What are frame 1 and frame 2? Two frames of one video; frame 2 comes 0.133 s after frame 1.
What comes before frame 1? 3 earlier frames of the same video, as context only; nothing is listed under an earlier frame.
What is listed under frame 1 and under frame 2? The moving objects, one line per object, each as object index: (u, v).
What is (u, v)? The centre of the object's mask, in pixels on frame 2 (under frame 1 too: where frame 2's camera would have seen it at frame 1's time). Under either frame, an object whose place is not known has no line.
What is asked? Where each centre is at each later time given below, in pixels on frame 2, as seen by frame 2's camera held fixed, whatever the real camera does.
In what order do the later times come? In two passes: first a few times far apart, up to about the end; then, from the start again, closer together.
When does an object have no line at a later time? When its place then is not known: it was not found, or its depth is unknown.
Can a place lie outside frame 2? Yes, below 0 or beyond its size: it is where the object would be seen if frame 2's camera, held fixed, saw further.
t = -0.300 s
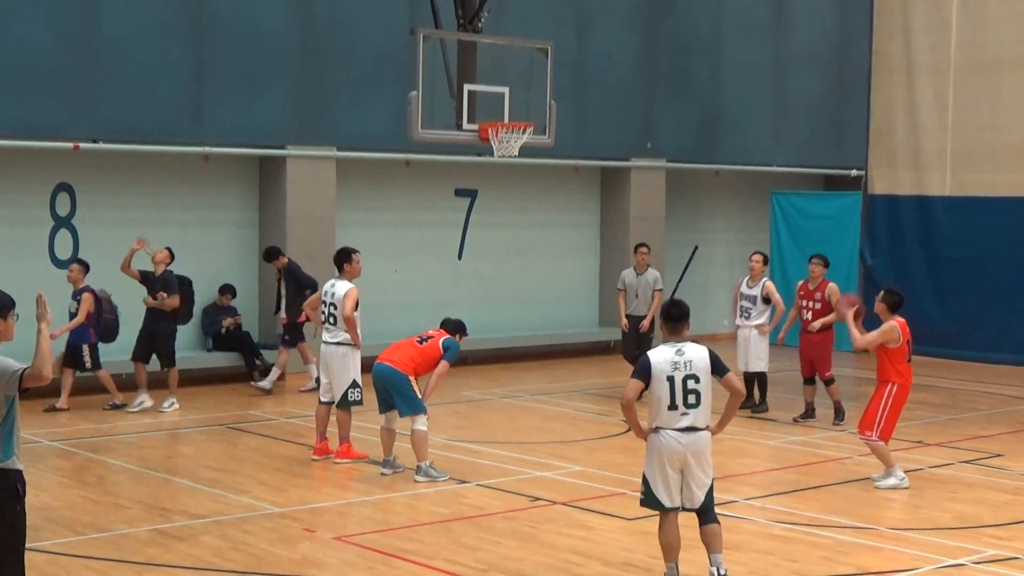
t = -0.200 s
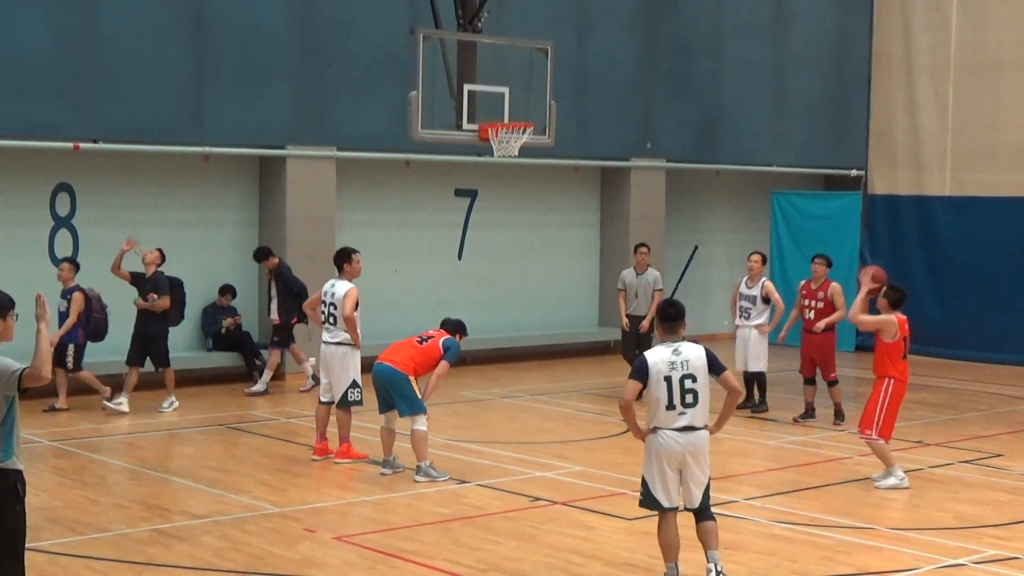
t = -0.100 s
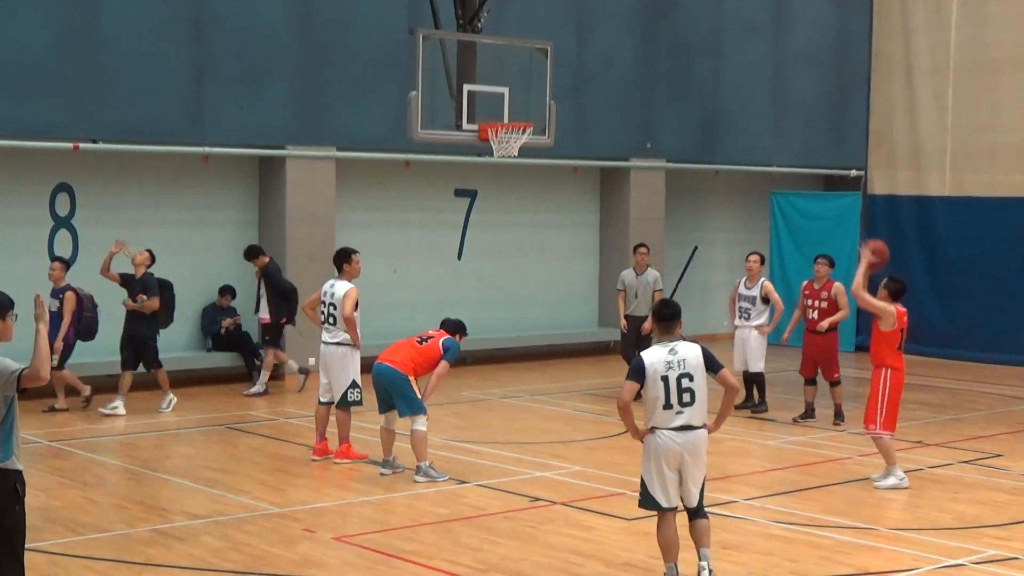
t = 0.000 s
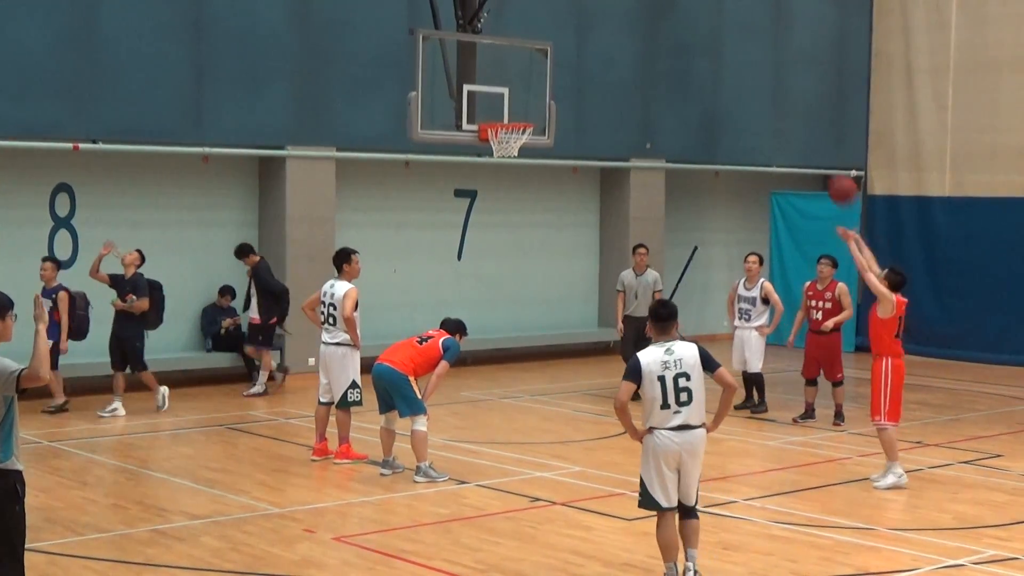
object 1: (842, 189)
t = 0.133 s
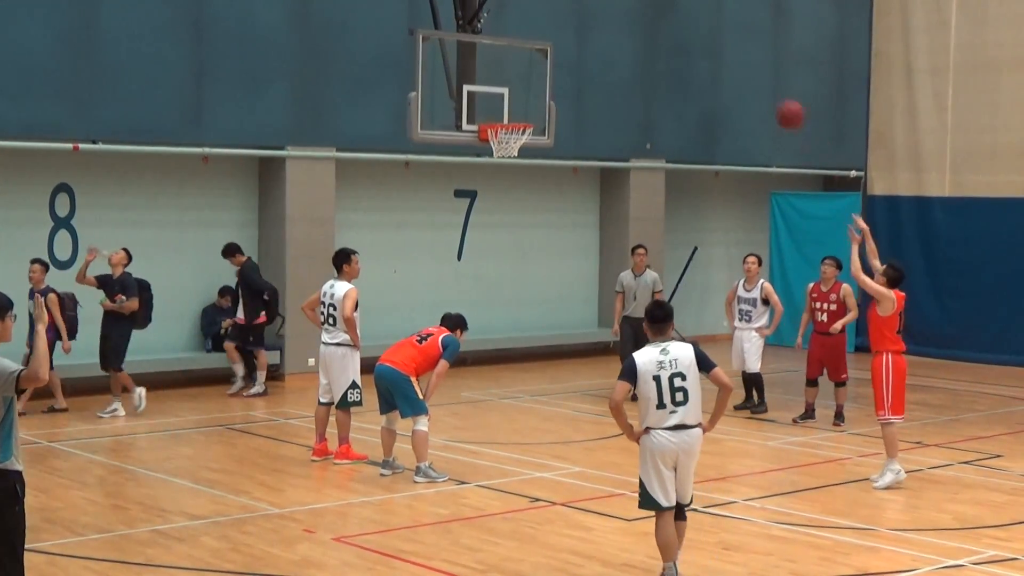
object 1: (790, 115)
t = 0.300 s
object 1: (729, 53)
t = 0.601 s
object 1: (628, 25)
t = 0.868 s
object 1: (549, 77)
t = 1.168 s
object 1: (483, 168)
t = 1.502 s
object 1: (431, 317)
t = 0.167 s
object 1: (778, 99)
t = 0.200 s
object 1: (765, 86)
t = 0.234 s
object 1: (753, 74)
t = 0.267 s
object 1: (741, 62)
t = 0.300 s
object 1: (729, 53)
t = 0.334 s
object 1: (717, 45)
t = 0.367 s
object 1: (706, 38)
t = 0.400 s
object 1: (694, 32)
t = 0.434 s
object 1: (683, 28)
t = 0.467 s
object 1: (671, 25)
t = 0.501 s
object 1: (661, 23)
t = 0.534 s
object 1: (650, 22)
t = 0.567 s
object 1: (639, 23)
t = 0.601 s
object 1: (628, 25)
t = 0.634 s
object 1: (619, 28)
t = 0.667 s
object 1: (609, 32)
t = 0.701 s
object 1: (598, 37)
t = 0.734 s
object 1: (588, 43)
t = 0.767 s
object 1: (578, 50)
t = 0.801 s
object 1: (568, 58)
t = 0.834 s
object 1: (559, 67)
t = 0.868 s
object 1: (549, 77)
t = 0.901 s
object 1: (540, 87)
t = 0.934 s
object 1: (531, 99)
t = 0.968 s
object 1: (522, 112)
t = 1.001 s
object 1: (513, 119)
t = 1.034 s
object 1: (503, 136)
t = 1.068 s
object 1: (500, 138)
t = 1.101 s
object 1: (493, 157)
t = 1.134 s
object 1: (488, 159)
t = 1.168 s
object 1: (483, 168)
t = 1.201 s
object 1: (478, 177)
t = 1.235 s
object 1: (473, 189)
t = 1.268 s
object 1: (468, 201)
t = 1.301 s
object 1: (463, 214)
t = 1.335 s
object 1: (457, 228)
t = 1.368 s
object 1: (452, 243)
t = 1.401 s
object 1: (447, 260)
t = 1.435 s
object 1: (442, 278)
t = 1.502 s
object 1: (431, 317)
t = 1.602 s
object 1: (414, 384)
